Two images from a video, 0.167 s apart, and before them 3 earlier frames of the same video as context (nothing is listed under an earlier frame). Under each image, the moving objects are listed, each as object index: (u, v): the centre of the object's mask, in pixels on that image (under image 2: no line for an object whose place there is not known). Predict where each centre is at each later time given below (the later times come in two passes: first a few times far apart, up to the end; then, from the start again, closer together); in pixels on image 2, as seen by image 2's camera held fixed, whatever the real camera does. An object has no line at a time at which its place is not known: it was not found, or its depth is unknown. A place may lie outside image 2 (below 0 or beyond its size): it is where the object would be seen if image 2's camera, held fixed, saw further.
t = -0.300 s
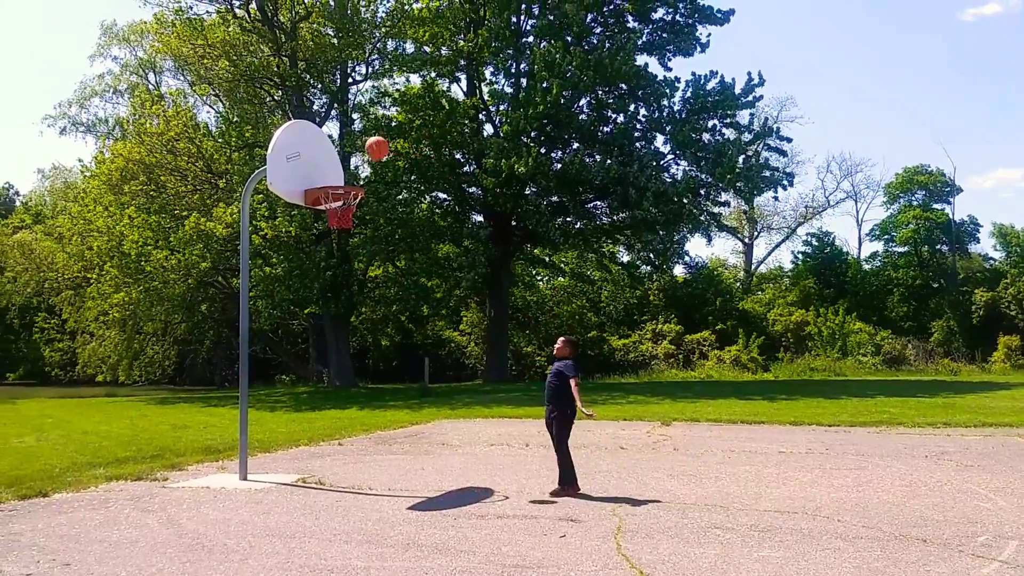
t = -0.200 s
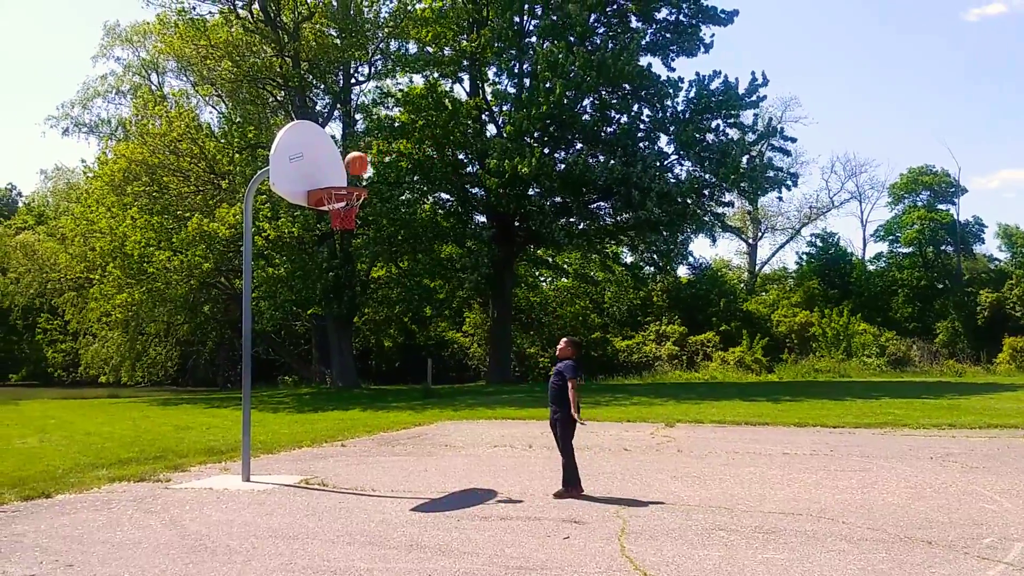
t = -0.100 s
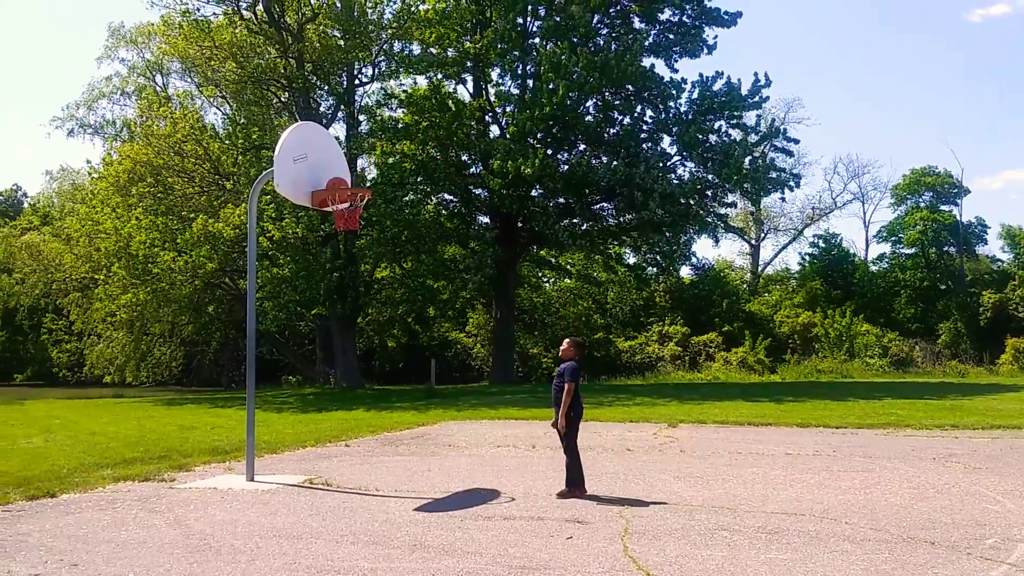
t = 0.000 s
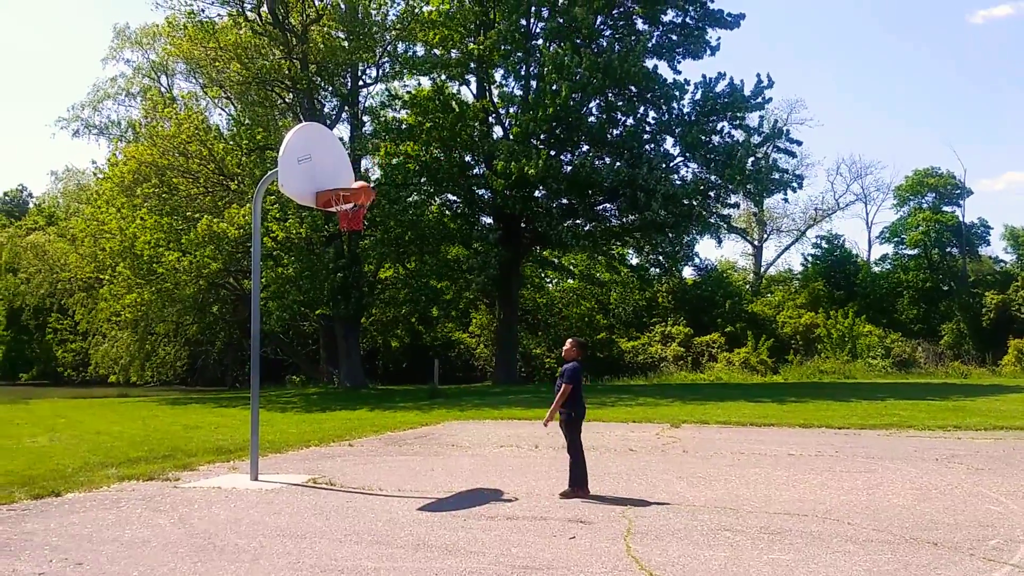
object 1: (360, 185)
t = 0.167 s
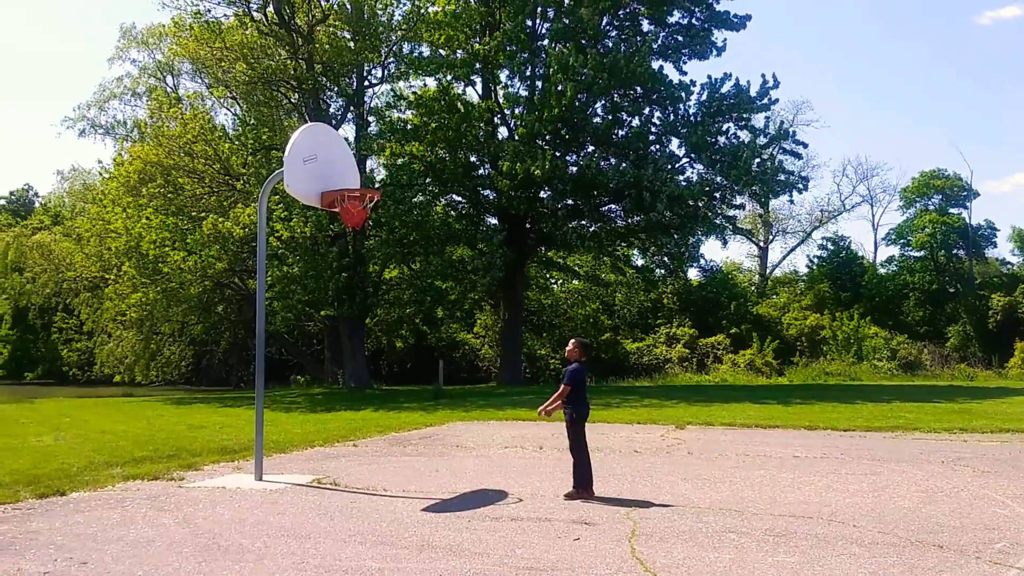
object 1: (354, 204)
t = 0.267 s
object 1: (360, 227)
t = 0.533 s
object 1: (375, 304)
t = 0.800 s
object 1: (391, 455)
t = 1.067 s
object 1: (409, 384)
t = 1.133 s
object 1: (414, 365)
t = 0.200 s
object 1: (361, 216)
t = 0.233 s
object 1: (359, 222)
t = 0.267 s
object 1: (360, 227)
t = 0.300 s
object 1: (362, 233)
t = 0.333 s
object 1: (363, 239)
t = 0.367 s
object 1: (365, 247)
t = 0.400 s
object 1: (367, 256)
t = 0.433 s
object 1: (369, 266)
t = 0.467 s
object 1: (371, 278)
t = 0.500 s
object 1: (373, 290)
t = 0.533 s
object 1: (375, 304)
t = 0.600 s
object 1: (379, 334)
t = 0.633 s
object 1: (381, 351)
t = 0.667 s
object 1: (383, 369)
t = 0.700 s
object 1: (385, 389)
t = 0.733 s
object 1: (387, 409)
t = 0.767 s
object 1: (389, 431)
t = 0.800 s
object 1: (391, 455)
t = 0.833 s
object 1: (393, 479)
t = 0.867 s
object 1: (395, 466)
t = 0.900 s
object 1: (398, 450)
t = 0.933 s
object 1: (400, 435)
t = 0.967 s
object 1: (402, 421)
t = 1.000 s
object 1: (404, 407)
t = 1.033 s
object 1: (407, 396)
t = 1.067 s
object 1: (409, 384)
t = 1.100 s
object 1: (411, 374)
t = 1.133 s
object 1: (414, 365)
